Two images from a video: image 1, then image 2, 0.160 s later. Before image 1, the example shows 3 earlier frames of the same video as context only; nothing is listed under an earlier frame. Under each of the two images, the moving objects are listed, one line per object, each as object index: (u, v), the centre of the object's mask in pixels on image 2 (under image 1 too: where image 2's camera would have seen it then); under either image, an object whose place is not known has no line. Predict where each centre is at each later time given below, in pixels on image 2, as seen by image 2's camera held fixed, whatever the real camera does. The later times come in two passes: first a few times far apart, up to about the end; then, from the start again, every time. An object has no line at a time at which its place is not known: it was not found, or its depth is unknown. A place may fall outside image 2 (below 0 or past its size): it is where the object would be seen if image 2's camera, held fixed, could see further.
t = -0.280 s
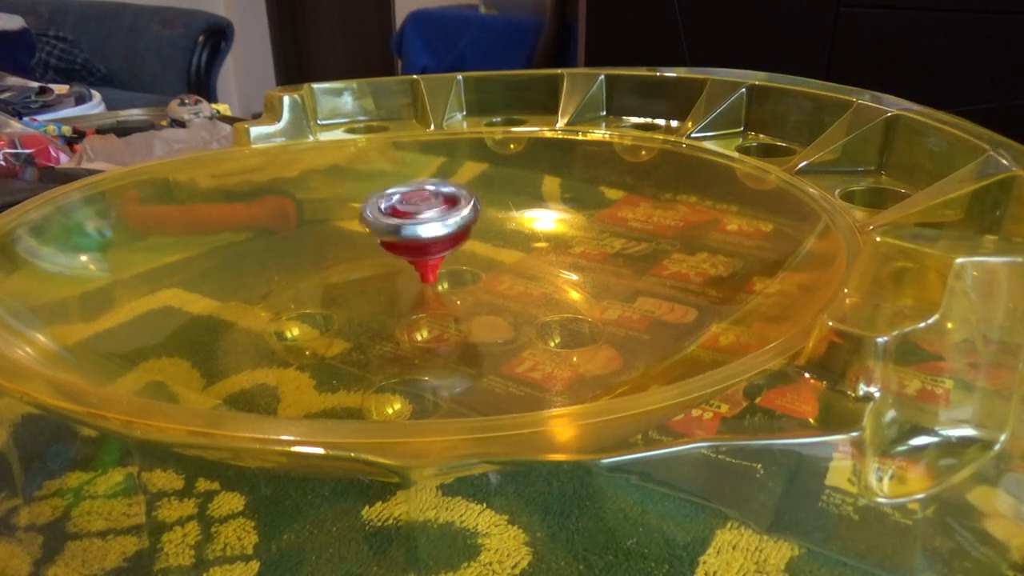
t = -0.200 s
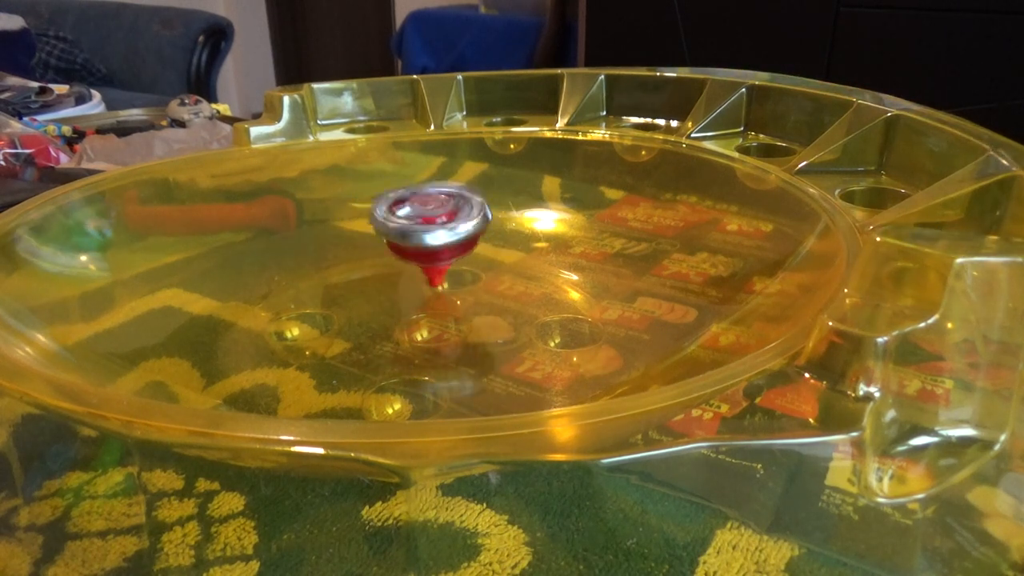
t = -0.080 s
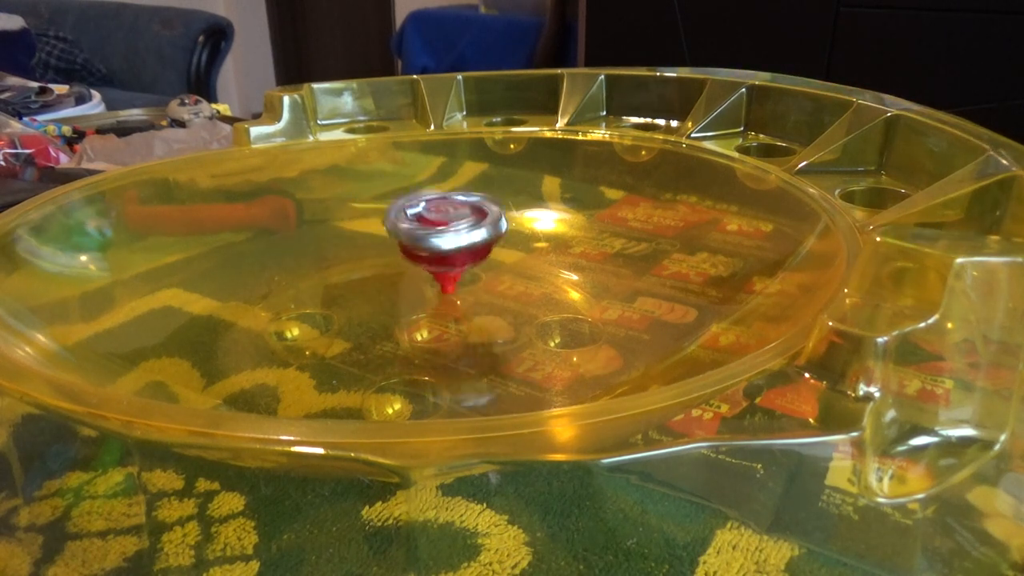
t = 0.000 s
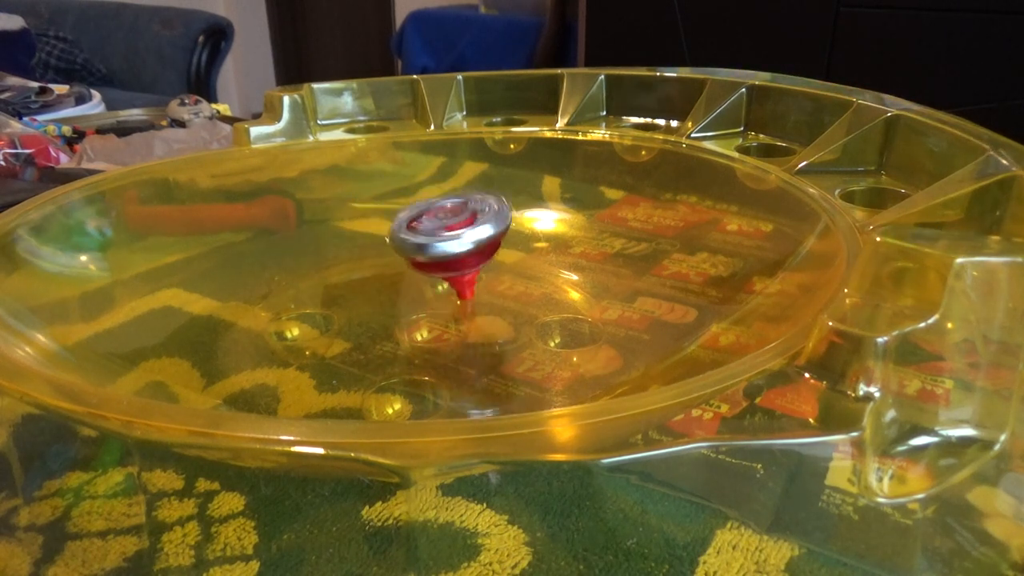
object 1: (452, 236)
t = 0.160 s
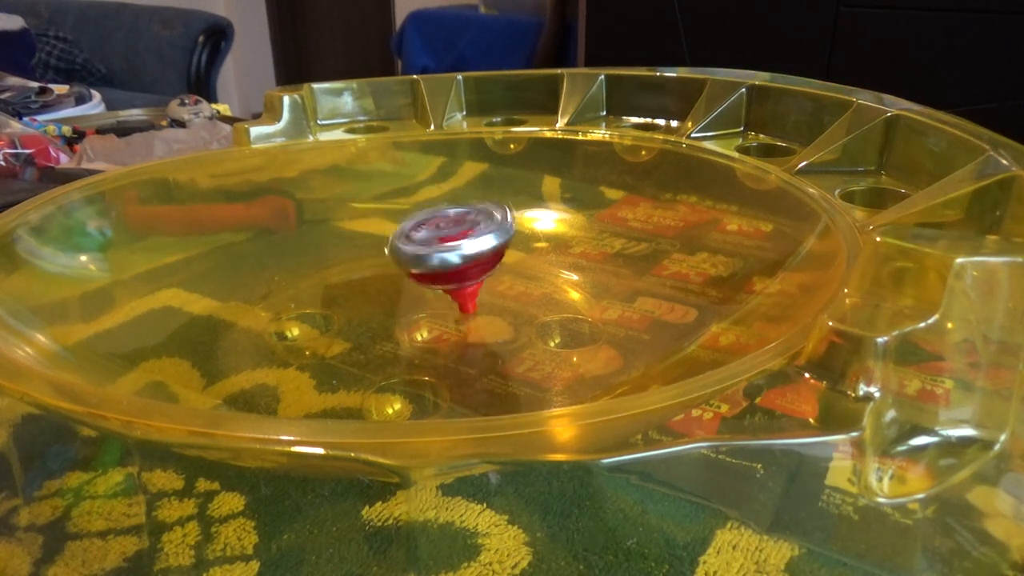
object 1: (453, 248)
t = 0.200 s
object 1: (453, 252)
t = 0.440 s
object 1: (424, 259)
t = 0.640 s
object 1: (411, 248)
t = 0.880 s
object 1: (429, 237)
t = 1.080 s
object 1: (461, 227)
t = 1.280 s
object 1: (485, 227)
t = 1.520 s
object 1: (483, 239)
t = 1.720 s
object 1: (451, 239)
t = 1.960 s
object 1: (411, 234)
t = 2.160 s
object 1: (393, 227)
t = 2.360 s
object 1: (391, 220)
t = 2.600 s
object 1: (411, 225)
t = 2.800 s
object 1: (441, 229)
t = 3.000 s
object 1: (473, 233)
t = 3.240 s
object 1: (500, 240)
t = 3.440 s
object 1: (506, 246)
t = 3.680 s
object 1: (490, 252)
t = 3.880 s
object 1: (467, 257)
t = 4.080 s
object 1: (442, 261)
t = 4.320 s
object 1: (419, 261)
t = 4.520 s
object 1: (406, 252)
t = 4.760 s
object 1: (401, 237)
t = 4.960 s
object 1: (417, 226)
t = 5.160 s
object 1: (426, 240)
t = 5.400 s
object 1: (364, 250)
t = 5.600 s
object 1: (377, 250)
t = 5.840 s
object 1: (390, 254)
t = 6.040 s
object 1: (394, 261)
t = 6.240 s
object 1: (384, 260)
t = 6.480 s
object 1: (398, 261)
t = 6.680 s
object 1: (387, 261)
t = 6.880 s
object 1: (393, 255)
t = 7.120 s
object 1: (399, 260)
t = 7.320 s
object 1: (392, 254)
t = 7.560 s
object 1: (386, 261)
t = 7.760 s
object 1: (385, 261)
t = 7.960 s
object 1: (385, 261)
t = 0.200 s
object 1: (453, 252)
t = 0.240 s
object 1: (450, 255)
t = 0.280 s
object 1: (444, 256)
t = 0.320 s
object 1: (439, 254)
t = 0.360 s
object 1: (435, 258)
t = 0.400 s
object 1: (429, 261)
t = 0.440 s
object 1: (424, 259)
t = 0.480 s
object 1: (420, 255)
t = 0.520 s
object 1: (417, 255)
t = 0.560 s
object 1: (413, 256)
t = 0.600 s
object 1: (411, 252)
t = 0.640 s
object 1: (411, 248)
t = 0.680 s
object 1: (412, 248)
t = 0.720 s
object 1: (413, 246)
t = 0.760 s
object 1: (415, 241)
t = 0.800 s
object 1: (418, 238)
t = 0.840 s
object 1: (423, 236)
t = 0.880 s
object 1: (429, 237)
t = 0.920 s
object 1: (436, 233)
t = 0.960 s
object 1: (442, 230)
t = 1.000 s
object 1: (449, 230)
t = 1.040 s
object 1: (455, 230)
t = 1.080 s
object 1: (461, 227)
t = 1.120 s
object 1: (467, 226)
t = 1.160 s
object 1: (473, 229)
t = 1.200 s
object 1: (478, 226)
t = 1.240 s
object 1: (482, 225)
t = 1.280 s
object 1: (485, 227)
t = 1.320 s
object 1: (488, 231)
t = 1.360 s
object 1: (490, 230)
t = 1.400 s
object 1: (489, 229)
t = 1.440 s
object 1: (488, 233)
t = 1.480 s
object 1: (487, 237)
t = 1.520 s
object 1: (483, 239)
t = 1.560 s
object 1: (477, 239)
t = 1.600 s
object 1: (471, 236)
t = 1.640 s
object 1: (464, 238)
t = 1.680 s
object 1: (457, 239)
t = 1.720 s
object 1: (451, 239)
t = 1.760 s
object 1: (444, 237)
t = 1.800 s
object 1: (438, 236)
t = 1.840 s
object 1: (430, 236)
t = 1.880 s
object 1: (423, 234)
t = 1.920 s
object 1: (417, 232)
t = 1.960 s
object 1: (411, 234)
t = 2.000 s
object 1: (407, 232)
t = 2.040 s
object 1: (402, 229)
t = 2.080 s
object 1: (398, 229)
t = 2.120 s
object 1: (395, 230)
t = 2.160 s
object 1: (393, 227)
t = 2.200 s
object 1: (390, 224)
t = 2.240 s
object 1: (390, 225)
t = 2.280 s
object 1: (390, 226)
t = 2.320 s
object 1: (391, 222)
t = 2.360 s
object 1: (391, 220)
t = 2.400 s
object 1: (393, 223)
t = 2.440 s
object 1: (395, 225)
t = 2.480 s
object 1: (398, 223)
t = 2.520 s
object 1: (401, 223)
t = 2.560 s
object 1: (406, 226)
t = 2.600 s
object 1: (411, 225)
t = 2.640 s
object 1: (416, 226)
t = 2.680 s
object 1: (421, 227)
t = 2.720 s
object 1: (428, 227)
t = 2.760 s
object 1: (435, 230)
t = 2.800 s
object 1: (441, 229)
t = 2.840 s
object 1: (448, 229)
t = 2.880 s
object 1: (454, 230)
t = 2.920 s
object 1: (461, 234)
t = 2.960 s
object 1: (467, 232)
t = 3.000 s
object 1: (473, 233)
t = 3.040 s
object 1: (479, 236)
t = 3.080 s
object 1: (484, 235)
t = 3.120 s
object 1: (489, 236)
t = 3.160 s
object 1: (493, 239)
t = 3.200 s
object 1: (497, 237)
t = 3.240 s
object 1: (500, 240)
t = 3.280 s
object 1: (503, 241)
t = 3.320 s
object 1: (505, 240)
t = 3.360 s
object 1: (505, 243)
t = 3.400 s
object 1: (505, 243)
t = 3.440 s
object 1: (506, 246)
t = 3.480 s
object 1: (504, 246)
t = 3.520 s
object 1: (503, 247)
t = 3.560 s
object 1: (499, 250)
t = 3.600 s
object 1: (497, 251)
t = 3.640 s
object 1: (493, 254)
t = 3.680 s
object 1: (490, 252)
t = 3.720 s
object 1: (485, 256)
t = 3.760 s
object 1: (481, 257)
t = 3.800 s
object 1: (477, 257)
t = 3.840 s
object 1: (472, 258)
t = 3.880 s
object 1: (467, 257)
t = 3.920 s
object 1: (463, 260)
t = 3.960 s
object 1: (457, 260)
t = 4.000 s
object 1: (453, 261)
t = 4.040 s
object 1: (447, 262)
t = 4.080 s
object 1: (442, 261)
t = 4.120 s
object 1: (437, 264)
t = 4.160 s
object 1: (433, 263)
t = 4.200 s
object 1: (430, 261)
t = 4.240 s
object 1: (425, 262)
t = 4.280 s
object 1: (422, 260)
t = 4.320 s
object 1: (419, 261)
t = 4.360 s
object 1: (415, 258)
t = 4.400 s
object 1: (414, 256)
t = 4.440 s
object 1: (410, 256)
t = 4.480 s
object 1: (408, 254)
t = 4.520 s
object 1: (406, 252)
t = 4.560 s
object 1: (404, 250)
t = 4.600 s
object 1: (401, 246)
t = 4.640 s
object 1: (401, 246)
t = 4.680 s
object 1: (399, 245)
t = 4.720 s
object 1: (400, 241)
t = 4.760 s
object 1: (401, 237)
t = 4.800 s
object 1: (403, 235)
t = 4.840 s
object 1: (405, 236)
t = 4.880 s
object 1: (408, 233)
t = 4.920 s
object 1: (412, 229)
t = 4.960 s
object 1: (417, 226)
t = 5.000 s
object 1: (422, 225)
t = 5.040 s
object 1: (425, 226)
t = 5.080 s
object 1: (428, 229)
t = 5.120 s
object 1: (429, 233)
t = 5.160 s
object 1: (426, 240)
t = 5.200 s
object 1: (419, 252)
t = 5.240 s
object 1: (403, 256)
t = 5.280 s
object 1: (388, 251)
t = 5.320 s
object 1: (378, 252)
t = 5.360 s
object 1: (371, 258)
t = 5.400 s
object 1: (364, 250)
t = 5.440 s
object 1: (364, 249)
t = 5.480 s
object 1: (369, 242)
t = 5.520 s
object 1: (367, 242)
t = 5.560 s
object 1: (368, 244)
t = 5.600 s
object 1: (377, 250)
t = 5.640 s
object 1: (380, 254)
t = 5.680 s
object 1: (375, 252)
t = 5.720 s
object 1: (375, 255)
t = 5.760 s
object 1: (374, 260)
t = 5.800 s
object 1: (386, 256)
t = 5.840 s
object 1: (390, 254)
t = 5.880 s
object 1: (387, 255)
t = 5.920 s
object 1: (386, 254)
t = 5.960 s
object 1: (394, 257)
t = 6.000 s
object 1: (400, 264)
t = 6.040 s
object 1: (394, 261)
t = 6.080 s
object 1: (389, 259)
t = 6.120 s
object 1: (388, 258)
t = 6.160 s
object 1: (385, 262)
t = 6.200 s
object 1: (380, 264)
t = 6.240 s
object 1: (384, 260)
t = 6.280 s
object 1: (390, 256)
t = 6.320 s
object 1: (390, 255)
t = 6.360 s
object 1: (388, 255)
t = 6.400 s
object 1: (387, 255)
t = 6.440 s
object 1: (392, 257)
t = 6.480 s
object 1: (398, 261)
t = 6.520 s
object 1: (397, 263)
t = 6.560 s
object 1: (392, 261)
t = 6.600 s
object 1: (390, 259)
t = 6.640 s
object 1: (390, 258)
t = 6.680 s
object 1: (387, 261)
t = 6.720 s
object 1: (382, 264)
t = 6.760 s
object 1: (383, 262)
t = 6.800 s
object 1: (390, 258)
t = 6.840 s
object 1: (395, 255)
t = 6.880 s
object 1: (393, 255)
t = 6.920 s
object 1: (391, 254)
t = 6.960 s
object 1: (389, 254)
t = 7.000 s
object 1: (389, 255)
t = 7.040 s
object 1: (394, 256)
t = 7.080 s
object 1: (398, 260)
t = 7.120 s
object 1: (399, 260)
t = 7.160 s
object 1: (395, 259)
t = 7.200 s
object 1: (391, 257)
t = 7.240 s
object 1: (390, 256)
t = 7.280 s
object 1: (390, 254)
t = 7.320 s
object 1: (392, 254)
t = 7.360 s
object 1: (392, 255)
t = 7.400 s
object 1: (391, 255)
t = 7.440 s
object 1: (389, 257)
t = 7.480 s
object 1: (388, 258)
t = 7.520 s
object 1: (387, 260)
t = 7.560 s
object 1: (386, 261)
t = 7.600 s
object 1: (385, 261)
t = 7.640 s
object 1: (384, 262)
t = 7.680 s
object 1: (385, 261)
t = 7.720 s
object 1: (385, 261)
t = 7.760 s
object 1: (385, 261)
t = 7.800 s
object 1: (385, 261)
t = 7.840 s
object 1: (385, 261)
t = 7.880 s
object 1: (385, 261)
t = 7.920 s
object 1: (385, 261)
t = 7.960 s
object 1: (385, 261)
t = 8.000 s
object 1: (385, 261)
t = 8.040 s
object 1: (385, 261)
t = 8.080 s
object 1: (385, 261)
